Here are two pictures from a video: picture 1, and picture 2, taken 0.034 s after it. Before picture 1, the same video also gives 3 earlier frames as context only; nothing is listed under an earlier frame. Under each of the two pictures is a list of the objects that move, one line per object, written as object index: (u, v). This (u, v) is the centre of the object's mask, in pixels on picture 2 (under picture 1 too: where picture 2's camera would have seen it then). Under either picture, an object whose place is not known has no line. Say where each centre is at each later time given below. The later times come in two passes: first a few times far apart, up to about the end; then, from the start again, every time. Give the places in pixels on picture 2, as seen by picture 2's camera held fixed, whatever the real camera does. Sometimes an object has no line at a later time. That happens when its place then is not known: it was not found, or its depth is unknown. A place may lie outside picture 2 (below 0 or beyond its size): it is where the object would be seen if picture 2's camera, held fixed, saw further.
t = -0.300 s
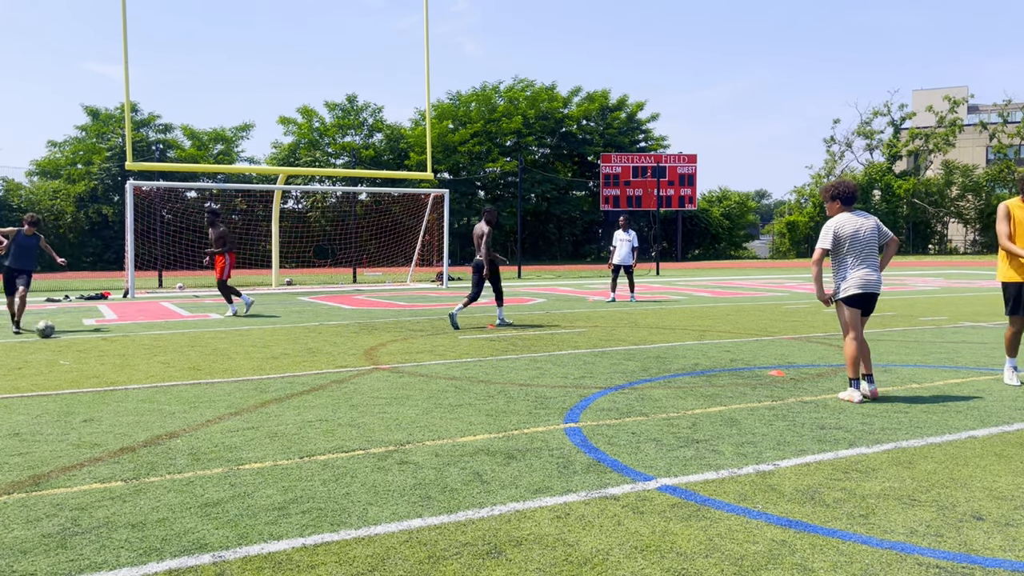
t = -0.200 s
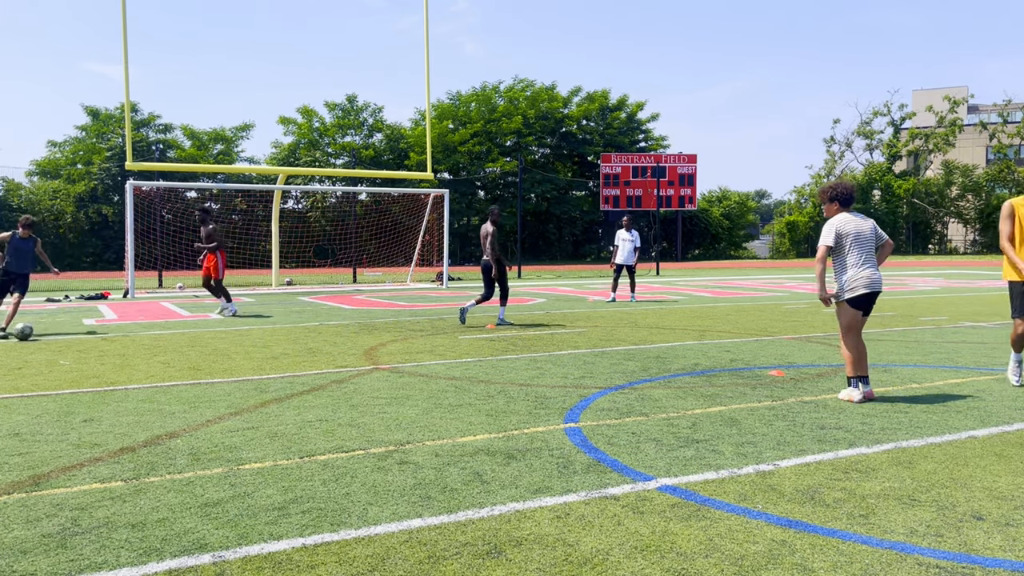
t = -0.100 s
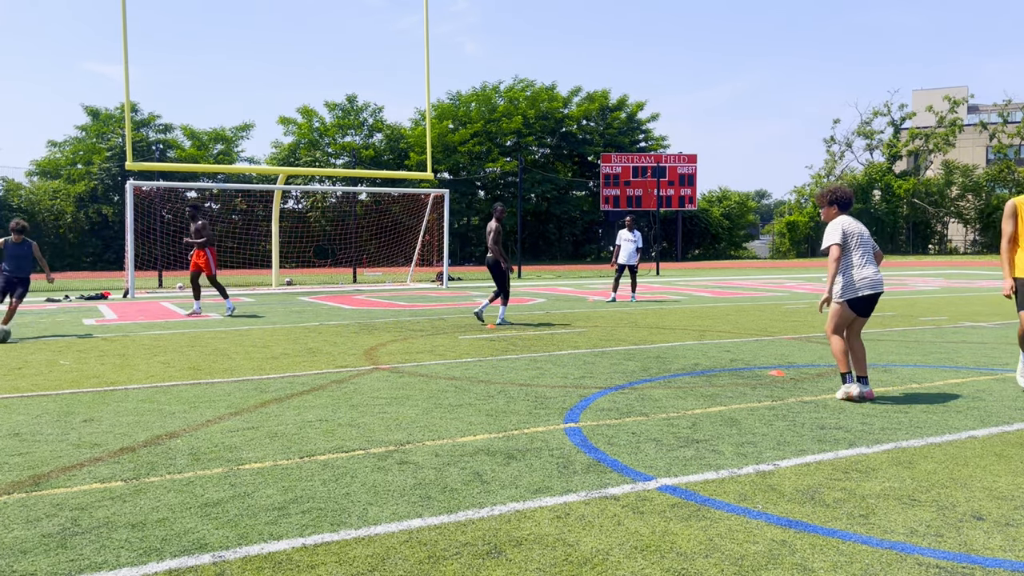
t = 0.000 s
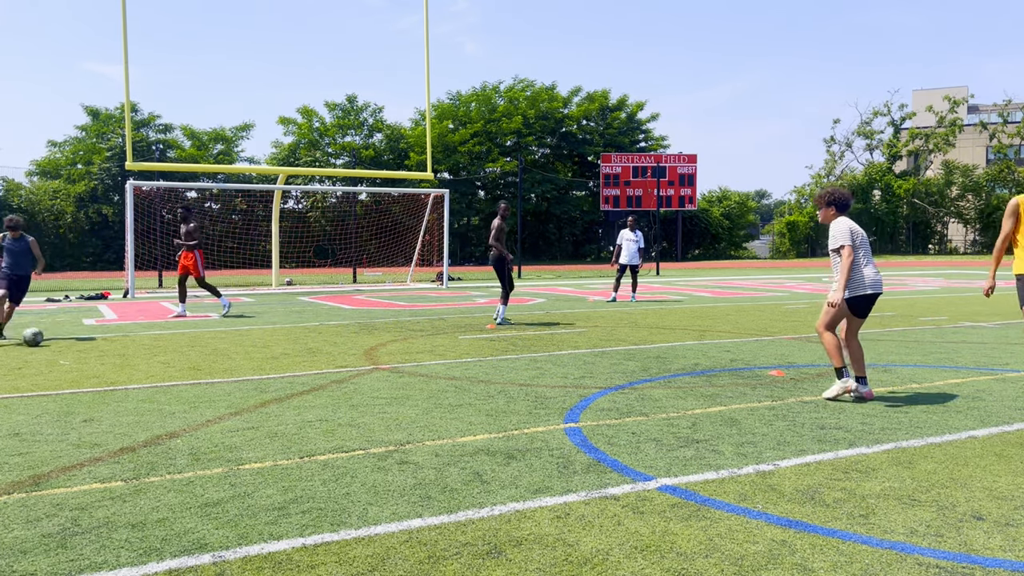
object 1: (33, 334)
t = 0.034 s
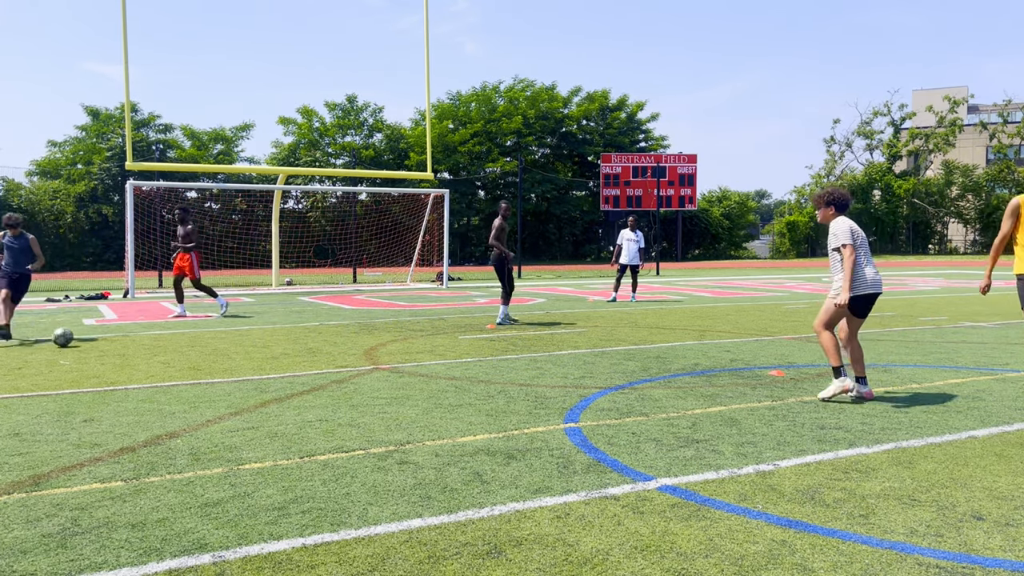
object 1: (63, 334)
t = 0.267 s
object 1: (273, 342)
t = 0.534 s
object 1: (506, 349)
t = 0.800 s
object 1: (727, 355)
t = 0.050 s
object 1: (77, 334)
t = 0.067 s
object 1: (93, 334)
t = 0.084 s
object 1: (108, 335)
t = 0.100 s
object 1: (123, 337)
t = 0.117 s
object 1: (139, 338)
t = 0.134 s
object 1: (154, 338)
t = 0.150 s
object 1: (169, 339)
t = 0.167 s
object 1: (183, 338)
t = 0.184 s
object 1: (198, 338)
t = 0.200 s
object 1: (213, 339)
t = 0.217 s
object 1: (229, 340)
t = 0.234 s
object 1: (244, 341)
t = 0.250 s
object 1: (259, 342)
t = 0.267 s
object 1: (273, 342)
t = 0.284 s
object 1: (288, 341)
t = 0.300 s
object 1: (303, 341)
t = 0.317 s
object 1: (318, 342)
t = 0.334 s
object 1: (332, 343)
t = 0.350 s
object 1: (347, 343)
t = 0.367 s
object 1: (363, 344)
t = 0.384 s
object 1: (377, 345)
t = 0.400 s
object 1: (392, 345)
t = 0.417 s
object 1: (406, 345)
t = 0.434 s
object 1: (421, 345)
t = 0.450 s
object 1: (435, 346)
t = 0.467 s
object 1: (450, 347)
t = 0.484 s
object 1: (464, 348)
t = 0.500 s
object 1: (478, 348)
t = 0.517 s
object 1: (493, 348)
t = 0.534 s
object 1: (506, 349)
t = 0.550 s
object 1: (520, 349)
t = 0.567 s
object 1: (535, 350)
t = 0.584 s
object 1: (548, 351)
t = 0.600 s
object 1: (562, 351)
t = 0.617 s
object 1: (575, 350)
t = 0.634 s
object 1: (589, 351)
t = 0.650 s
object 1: (603, 352)
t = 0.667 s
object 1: (616, 353)
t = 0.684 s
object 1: (631, 354)
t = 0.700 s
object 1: (644, 354)
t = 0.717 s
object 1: (658, 355)
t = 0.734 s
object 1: (671, 355)
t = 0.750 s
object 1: (685, 356)
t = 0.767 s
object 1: (699, 355)
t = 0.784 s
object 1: (712, 355)
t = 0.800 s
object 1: (727, 355)
